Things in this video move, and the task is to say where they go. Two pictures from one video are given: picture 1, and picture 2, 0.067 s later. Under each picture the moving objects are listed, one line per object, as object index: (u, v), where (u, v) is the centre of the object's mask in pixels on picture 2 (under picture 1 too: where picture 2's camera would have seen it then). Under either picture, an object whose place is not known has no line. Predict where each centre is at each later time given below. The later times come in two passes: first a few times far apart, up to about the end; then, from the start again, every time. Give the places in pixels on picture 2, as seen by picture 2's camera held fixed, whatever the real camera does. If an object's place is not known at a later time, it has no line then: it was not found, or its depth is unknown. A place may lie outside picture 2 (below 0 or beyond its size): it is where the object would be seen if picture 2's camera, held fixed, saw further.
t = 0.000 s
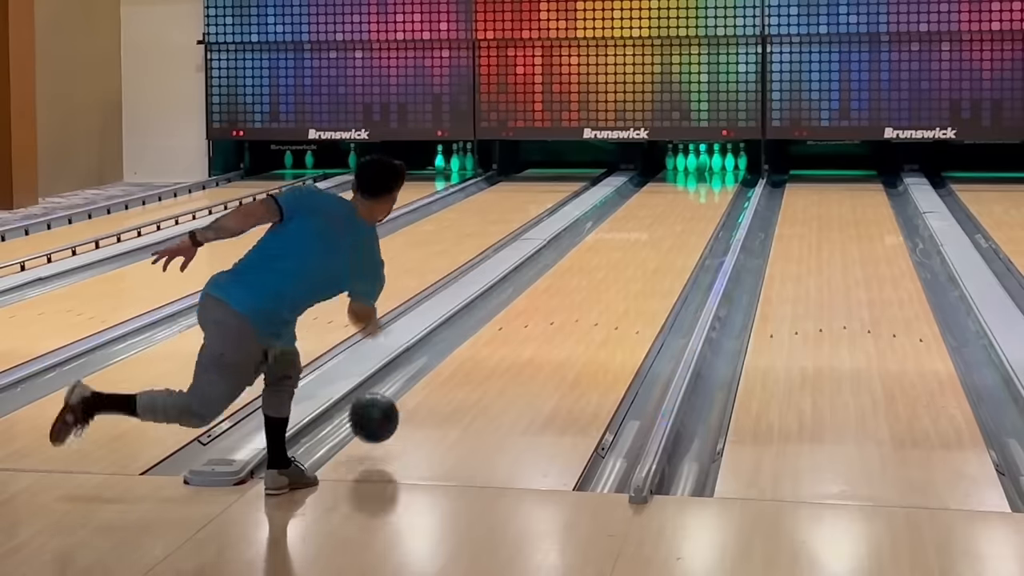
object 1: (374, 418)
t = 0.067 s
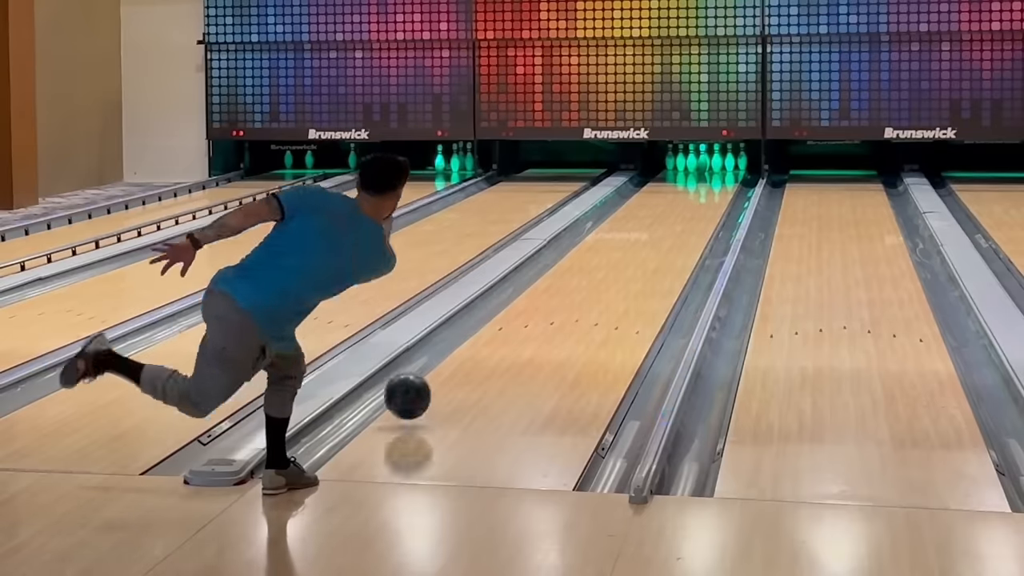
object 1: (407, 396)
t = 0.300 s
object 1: (495, 332)
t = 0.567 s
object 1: (560, 280)
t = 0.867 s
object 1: (608, 239)
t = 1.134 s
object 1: (638, 213)
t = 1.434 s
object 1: (663, 191)
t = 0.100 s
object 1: (422, 389)
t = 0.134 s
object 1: (437, 379)
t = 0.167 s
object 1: (450, 368)
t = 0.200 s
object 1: (462, 359)
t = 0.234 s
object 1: (474, 349)
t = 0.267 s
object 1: (485, 340)
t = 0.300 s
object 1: (495, 332)
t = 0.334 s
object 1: (505, 324)
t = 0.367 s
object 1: (514, 317)
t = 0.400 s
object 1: (522, 310)
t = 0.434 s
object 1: (531, 304)
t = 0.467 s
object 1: (539, 297)
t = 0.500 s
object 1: (546, 291)
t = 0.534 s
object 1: (553, 285)
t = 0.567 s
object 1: (560, 280)
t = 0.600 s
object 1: (566, 275)
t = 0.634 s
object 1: (572, 270)
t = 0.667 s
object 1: (578, 265)
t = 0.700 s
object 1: (584, 260)
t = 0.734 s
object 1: (589, 255)
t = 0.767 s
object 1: (594, 251)
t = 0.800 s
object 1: (599, 247)
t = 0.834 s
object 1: (604, 243)
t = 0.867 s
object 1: (608, 239)
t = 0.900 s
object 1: (613, 235)
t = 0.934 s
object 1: (617, 231)
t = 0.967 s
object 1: (621, 228)
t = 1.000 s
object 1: (625, 225)
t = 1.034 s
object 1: (628, 222)
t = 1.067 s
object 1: (632, 218)
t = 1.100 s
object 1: (635, 216)
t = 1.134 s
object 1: (638, 213)
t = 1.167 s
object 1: (642, 210)
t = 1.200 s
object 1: (645, 208)
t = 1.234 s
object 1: (648, 205)
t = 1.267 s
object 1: (650, 203)
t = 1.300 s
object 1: (653, 200)
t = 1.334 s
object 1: (656, 198)
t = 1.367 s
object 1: (658, 195)
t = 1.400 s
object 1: (661, 193)
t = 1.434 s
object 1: (663, 191)
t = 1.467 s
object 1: (665, 189)
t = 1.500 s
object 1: (668, 187)
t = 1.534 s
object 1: (670, 185)
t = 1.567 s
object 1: (672, 183)
